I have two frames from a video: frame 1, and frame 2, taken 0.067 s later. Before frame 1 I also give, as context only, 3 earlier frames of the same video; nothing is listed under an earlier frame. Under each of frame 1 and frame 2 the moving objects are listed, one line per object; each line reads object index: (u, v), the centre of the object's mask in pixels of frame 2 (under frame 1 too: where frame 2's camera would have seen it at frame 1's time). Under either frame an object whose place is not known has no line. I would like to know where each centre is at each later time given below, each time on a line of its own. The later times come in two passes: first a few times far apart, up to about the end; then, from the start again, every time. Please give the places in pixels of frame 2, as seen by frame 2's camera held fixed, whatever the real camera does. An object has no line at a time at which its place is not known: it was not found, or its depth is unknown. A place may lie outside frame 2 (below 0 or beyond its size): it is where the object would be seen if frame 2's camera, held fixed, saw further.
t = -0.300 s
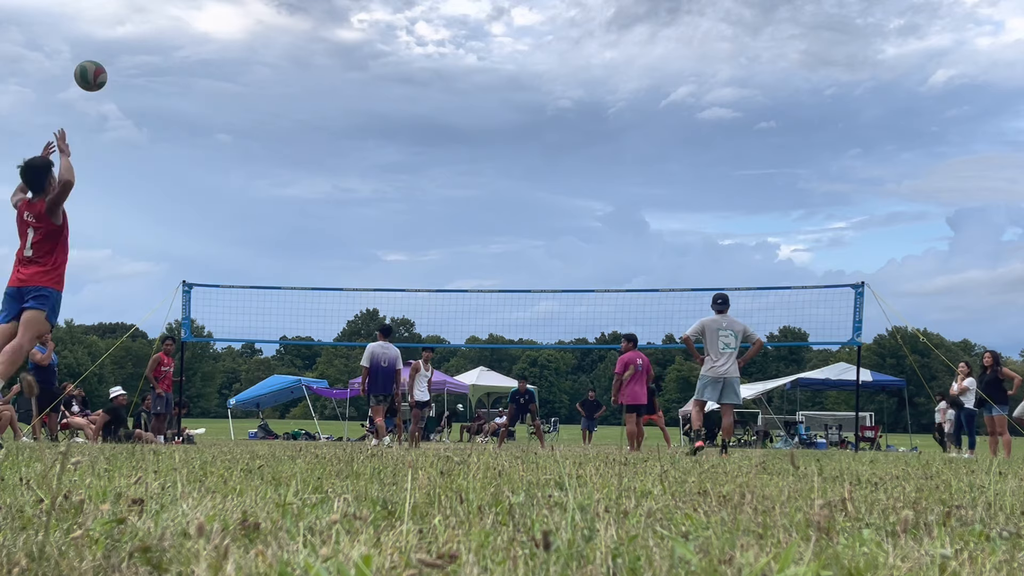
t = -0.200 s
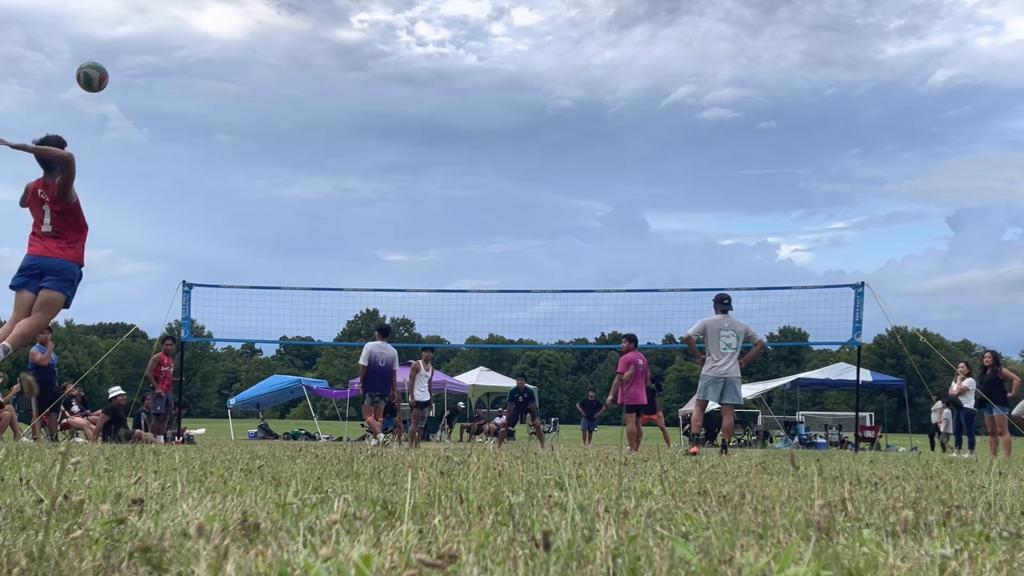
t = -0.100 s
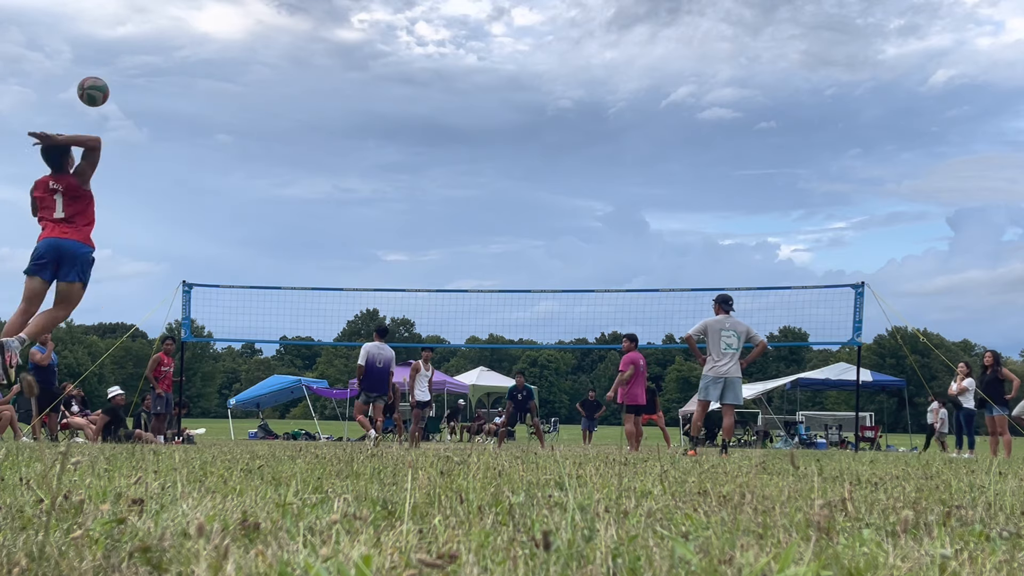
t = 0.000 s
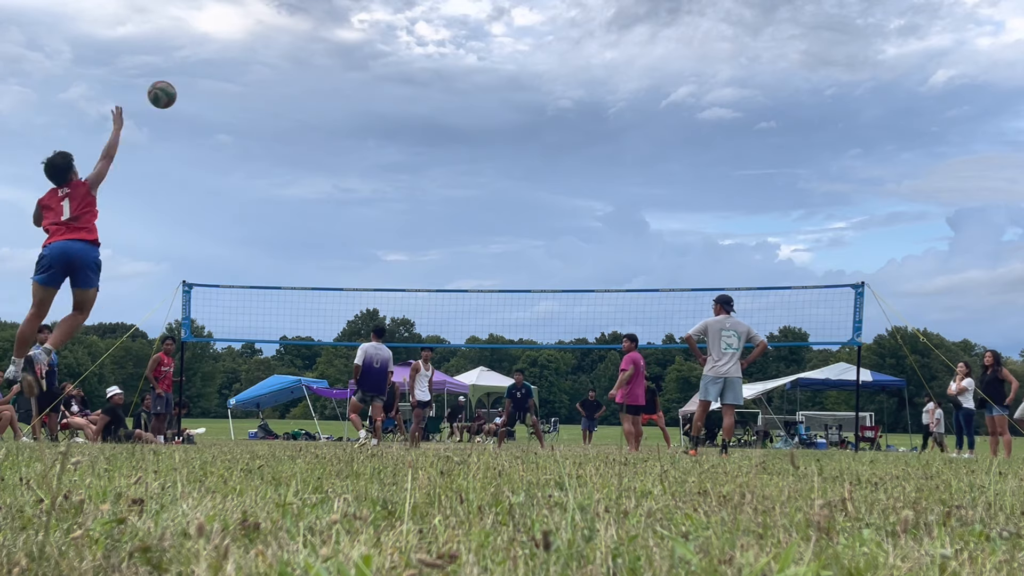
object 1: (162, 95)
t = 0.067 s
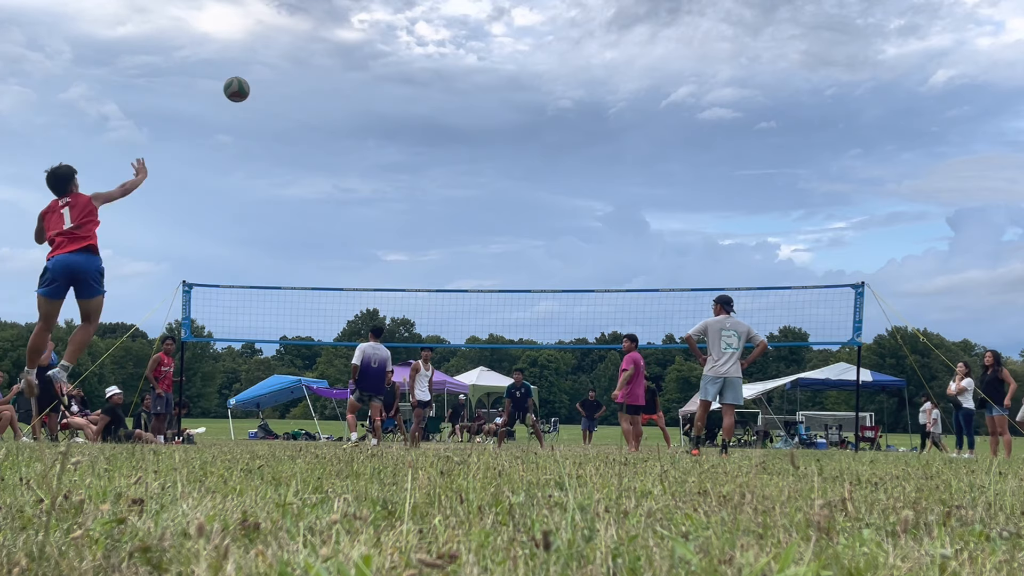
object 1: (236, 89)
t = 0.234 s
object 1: (373, 93)
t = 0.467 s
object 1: (494, 134)
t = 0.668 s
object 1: (563, 189)
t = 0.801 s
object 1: (599, 231)
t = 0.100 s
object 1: (269, 88)
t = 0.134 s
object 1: (298, 88)
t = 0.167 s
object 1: (325, 89)
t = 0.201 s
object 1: (350, 91)
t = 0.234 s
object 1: (373, 93)
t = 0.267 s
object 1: (394, 97)
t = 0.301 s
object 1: (414, 101)
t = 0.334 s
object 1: (432, 107)
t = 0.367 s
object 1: (449, 113)
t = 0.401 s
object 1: (465, 119)
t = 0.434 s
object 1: (480, 127)
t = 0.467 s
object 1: (494, 134)
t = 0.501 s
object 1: (507, 143)
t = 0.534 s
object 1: (520, 151)
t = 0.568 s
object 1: (532, 160)
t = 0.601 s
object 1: (543, 169)
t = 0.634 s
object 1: (554, 179)
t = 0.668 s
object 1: (563, 189)
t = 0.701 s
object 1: (573, 199)
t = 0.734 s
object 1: (582, 209)
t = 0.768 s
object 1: (591, 220)
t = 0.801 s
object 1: (599, 231)
